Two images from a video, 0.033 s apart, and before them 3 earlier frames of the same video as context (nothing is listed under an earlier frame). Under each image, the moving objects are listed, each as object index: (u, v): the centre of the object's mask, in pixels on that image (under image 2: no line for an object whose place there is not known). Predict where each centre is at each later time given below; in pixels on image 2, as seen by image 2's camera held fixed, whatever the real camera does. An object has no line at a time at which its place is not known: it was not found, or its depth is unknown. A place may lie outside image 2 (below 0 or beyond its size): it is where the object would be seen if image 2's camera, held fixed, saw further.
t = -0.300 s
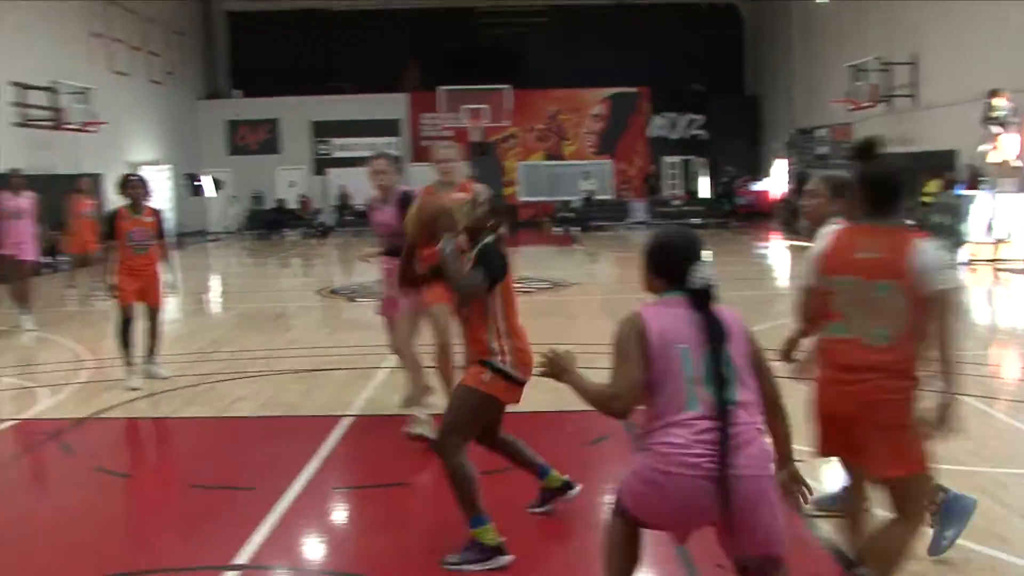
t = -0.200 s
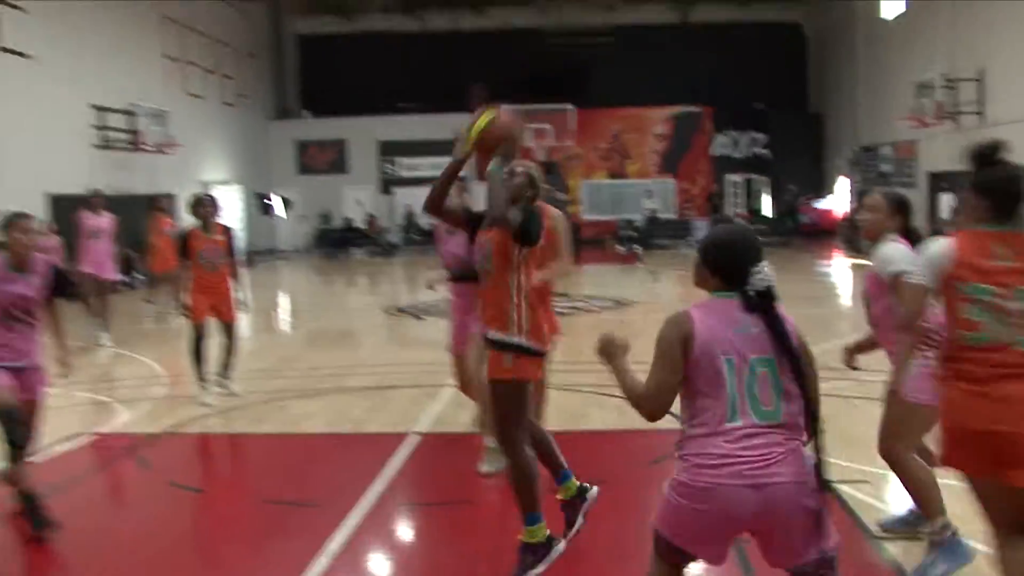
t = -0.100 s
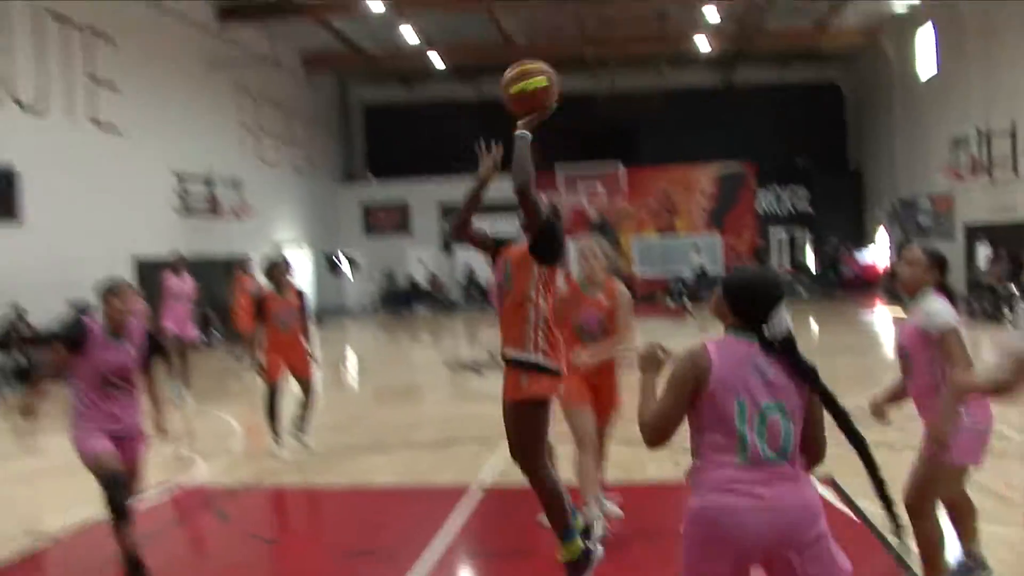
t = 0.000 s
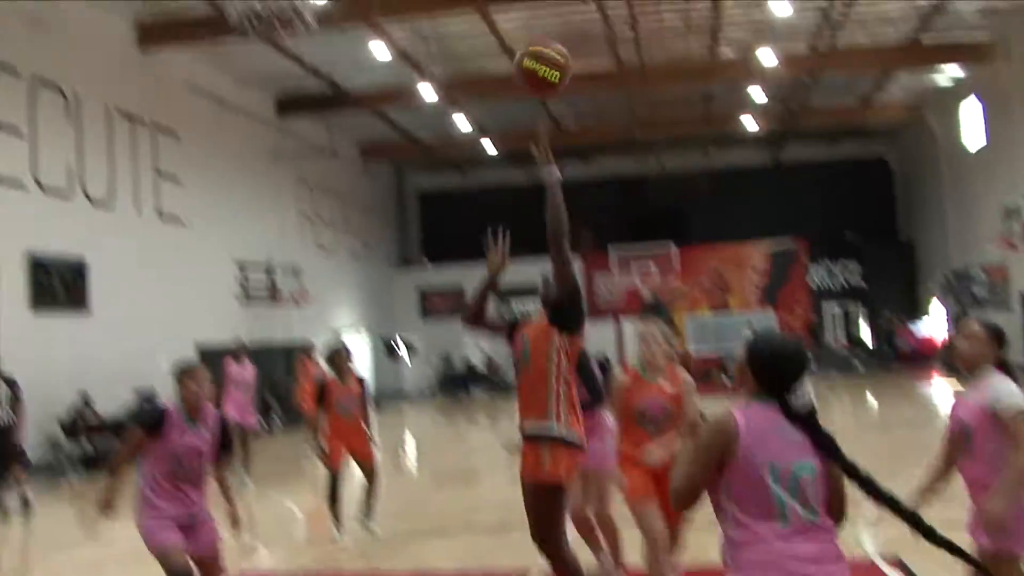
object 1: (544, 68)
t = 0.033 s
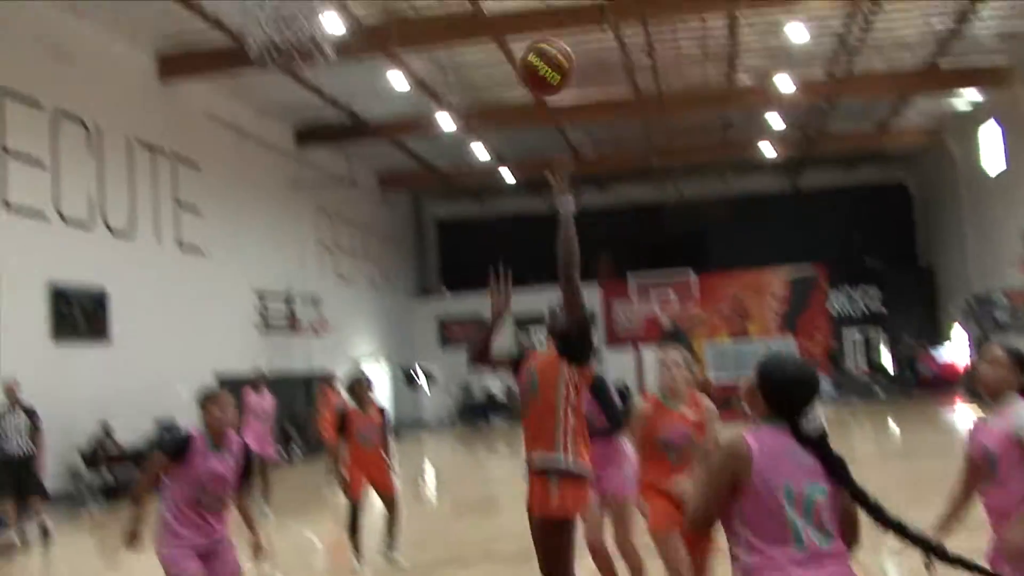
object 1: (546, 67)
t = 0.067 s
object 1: (528, 37)
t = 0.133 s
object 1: (498, -15)
